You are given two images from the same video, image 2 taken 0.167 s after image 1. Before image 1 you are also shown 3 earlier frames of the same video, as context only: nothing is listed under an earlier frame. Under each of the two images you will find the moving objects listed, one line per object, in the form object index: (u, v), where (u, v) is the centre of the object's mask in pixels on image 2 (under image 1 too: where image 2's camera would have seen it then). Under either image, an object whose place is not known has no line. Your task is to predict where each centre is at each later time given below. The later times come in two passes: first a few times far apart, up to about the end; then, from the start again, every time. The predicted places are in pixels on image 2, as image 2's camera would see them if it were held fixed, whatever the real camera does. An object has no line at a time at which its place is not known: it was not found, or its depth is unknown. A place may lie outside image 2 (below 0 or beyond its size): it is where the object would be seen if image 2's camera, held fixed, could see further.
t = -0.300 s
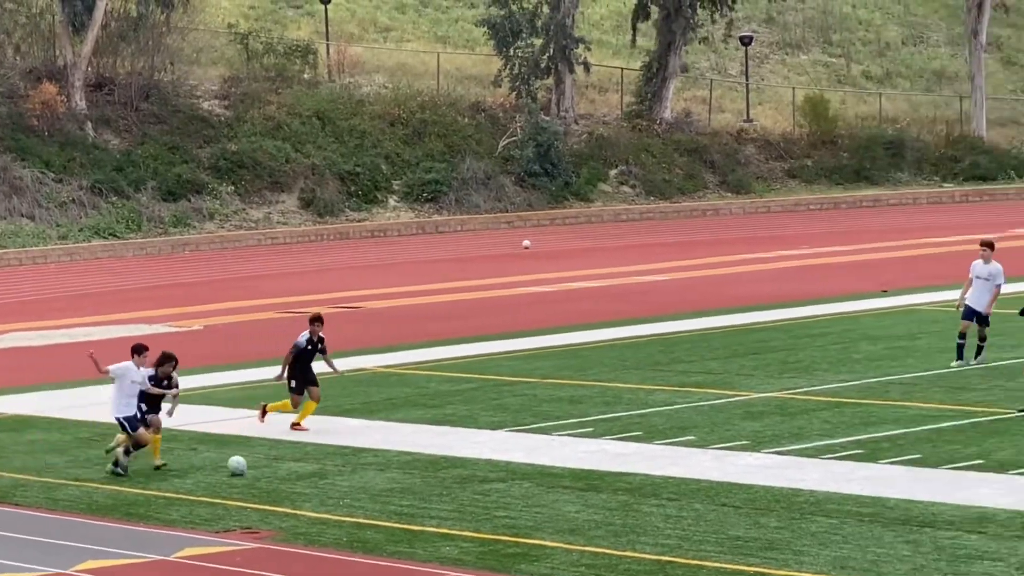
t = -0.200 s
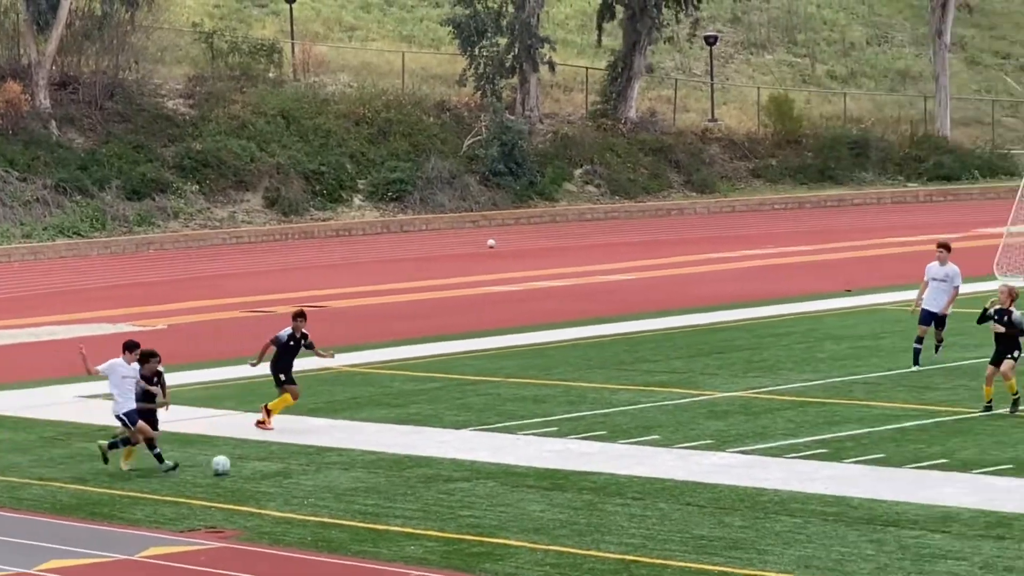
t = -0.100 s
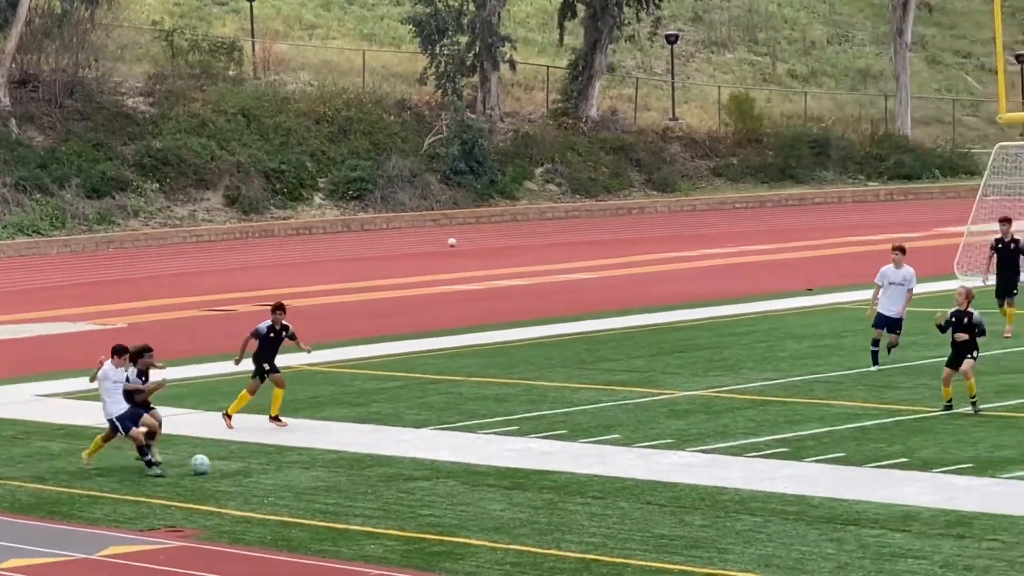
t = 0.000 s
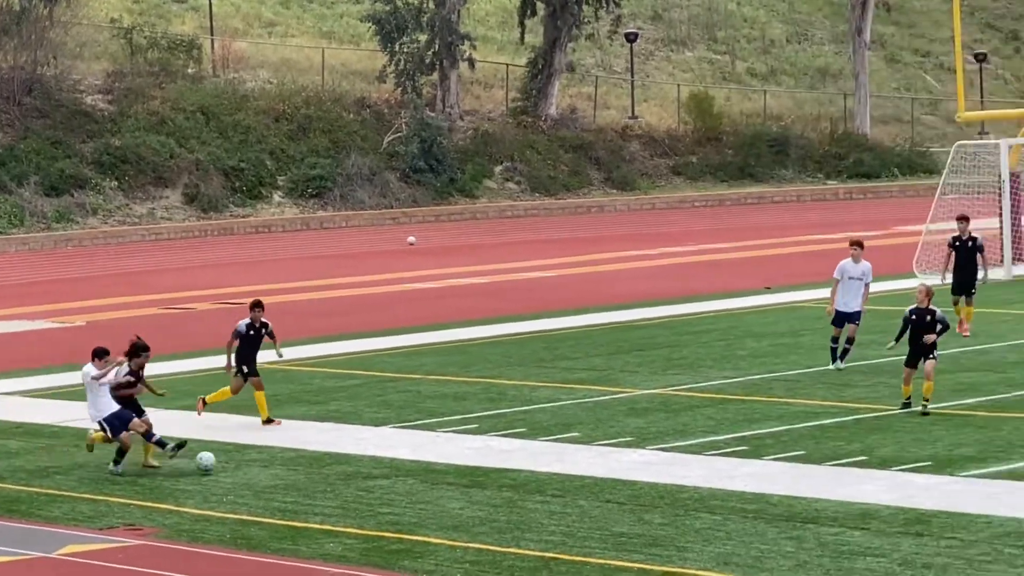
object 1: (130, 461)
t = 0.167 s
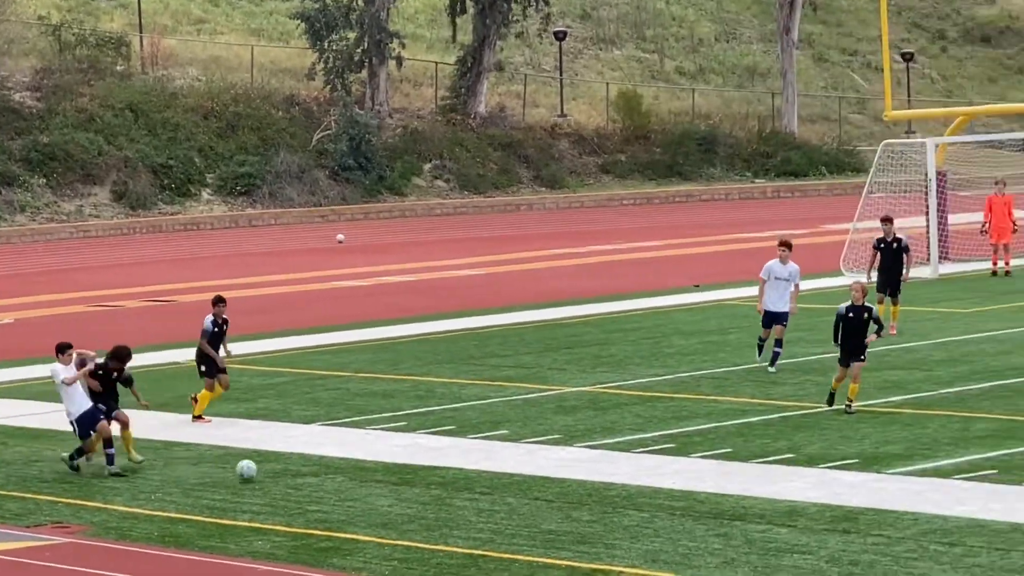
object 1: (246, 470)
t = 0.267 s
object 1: (311, 470)
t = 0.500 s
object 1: (456, 480)
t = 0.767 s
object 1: (616, 493)
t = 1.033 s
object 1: (779, 508)
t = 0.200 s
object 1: (269, 473)
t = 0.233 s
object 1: (290, 471)
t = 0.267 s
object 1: (311, 470)
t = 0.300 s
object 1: (331, 470)
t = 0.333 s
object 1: (353, 471)
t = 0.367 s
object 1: (374, 474)
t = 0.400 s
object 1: (395, 478)
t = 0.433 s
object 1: (417, 484)
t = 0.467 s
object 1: (437, 482)
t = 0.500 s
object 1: (456, 480)
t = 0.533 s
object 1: (476, 480)
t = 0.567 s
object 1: (497, 481)
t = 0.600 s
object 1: (516, 484)
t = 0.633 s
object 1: (537, 488)
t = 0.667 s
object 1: (557, 493)
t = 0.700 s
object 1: (577, 493)
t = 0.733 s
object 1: (596, 492)
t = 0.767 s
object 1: (616, 493)
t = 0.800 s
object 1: (637, 496)
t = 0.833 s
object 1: (657, 499)
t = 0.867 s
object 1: (677, 500)
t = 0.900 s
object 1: (697, 501)
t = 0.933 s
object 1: (718, 501)
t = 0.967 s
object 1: (738, 505)
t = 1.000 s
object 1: (758, 507)
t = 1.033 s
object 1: (779, 508)
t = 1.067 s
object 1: (800, 508)
